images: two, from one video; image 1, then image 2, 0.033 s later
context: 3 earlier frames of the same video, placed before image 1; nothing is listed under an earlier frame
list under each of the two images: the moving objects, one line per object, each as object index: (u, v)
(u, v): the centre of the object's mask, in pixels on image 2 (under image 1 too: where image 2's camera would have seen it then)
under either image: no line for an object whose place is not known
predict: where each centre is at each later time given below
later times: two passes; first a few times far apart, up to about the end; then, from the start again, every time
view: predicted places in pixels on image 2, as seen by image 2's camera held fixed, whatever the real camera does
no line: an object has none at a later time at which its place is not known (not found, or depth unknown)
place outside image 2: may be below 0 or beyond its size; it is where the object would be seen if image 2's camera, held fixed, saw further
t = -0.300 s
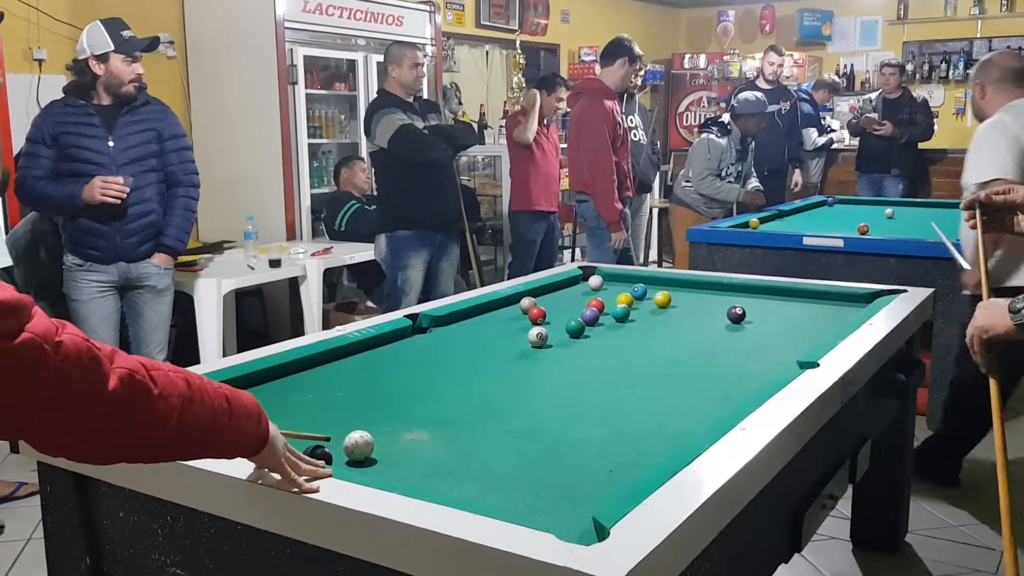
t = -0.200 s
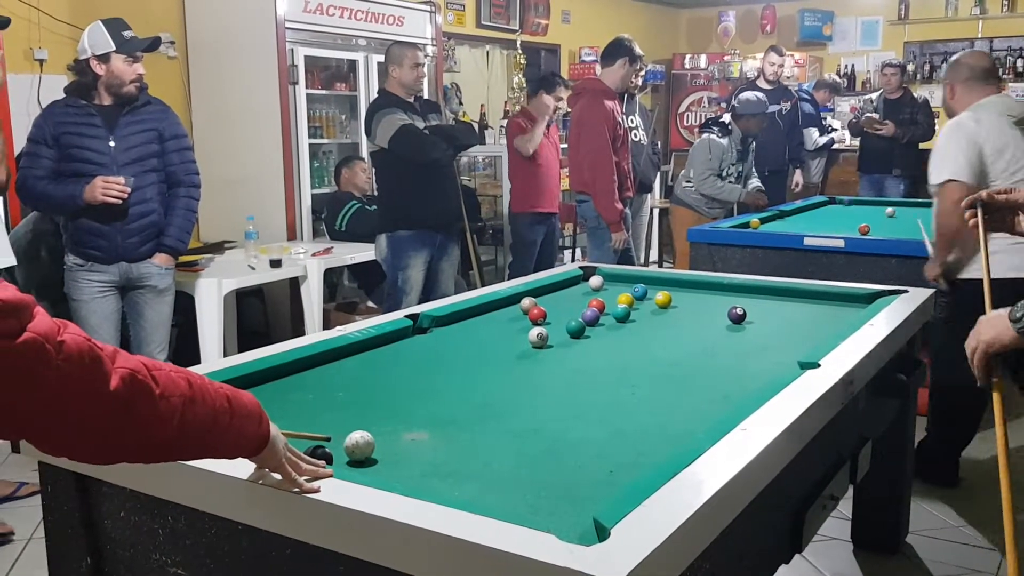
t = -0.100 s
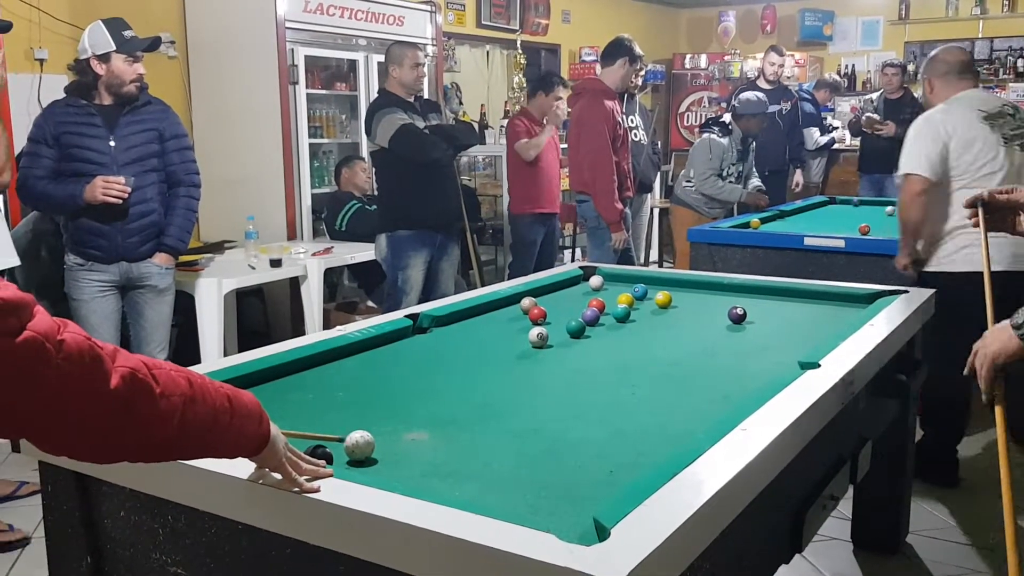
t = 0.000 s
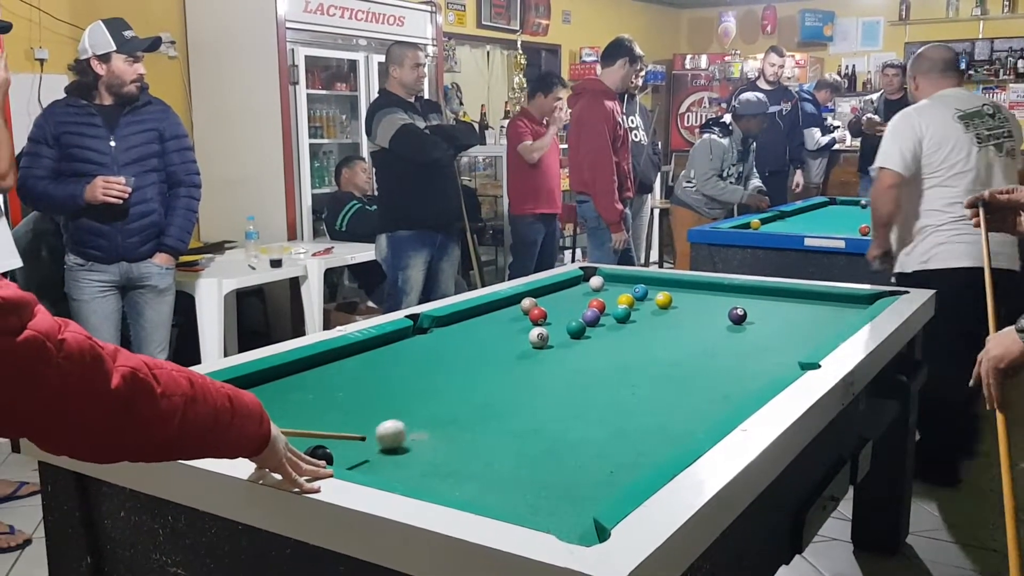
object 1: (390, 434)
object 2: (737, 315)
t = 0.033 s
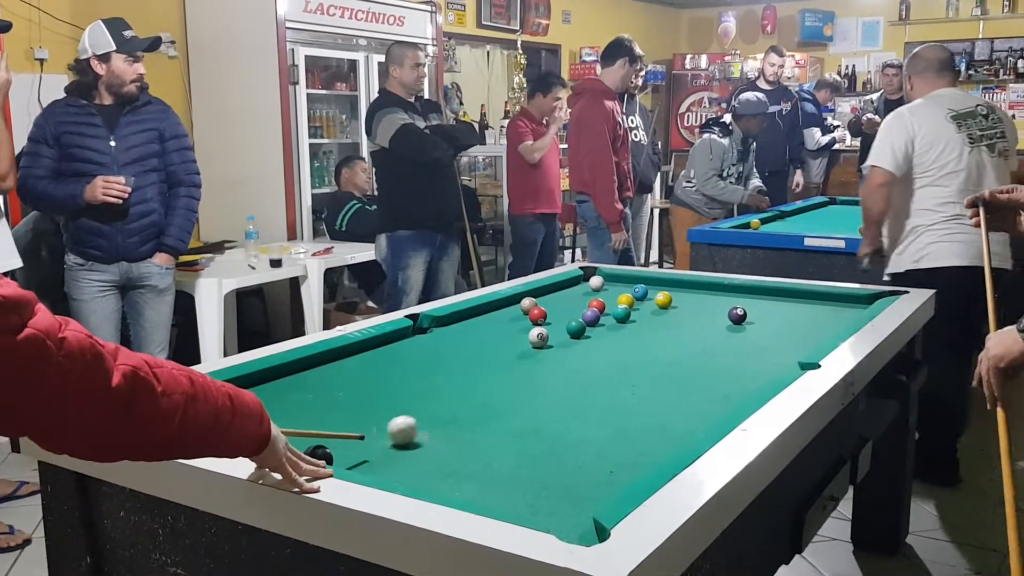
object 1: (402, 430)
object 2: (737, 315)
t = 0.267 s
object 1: (475, 404)
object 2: (737, 315)
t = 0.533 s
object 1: (543, 380)
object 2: (737, 315)
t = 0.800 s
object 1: (598, 361)
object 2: (737, 315)
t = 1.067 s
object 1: (645, 344)
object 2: (737, 315)
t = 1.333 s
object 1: (684, 330)
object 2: (737, 315)
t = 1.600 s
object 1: (717, 319)
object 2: (737, 315)
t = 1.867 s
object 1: (719, 312)
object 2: (762, 311)
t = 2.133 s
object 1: (716, 307)
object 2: (787, 307)
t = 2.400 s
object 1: (713, 304)
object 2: (810, 303)
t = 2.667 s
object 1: (711, 300)
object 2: (830, 300)
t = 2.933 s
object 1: (708, 297)
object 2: (845, 297)
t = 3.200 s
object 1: (706, 295)
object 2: (848, 300)
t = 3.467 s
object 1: (704, 292)
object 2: (849, 303)
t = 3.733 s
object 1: (701, 291)
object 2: (850, 306)
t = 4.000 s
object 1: (699, 290)
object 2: (850, 309)
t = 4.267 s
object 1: (698, 289)
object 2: (850, 311)
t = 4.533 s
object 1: (696, 288)
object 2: (849, 313)
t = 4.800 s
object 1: (695, 287)
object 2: (846, 314)
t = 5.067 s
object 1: (695, 287)
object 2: (845, 316)
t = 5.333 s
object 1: (695, 287)
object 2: (843, 317)
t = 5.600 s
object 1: (695, 287)
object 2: (840, 317)
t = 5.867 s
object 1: (695, 287)
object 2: (839, 318)
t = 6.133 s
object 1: (695, 287)
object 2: (839, 318)
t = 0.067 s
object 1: (414, 426)
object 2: (737, 315)
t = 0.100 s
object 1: (425, 422)
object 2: (737, 315)
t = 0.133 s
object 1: (435, 418)
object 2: (737, 315)
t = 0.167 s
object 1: (445, 415)
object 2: (737, 315)
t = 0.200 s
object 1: (456, 411)
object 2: (737, 315)
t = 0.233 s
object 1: (465, 408)
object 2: (737, 315)
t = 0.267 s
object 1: (475, 404)
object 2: (737, 315)
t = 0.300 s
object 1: (484, 401)
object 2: (737, 315)
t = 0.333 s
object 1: (493, 398)
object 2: (737, 315)
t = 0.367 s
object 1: (502, 395)
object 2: (737, 315)
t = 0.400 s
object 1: (510, 392)
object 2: (737, 315)
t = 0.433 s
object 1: (519, 389)
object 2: (737, 315)
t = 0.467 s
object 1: (527, 386)
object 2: (737, 315)
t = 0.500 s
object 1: (535, 383)
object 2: (737, 315)
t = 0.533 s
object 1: (543, 380)
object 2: (737, 315)
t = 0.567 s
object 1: (550, 377)
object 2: (737, 315)
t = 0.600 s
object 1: (558, 375)
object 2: (736, 315)
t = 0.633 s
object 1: (564, 372)
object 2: (736, 315)
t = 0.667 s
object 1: (572, 370)
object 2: (737, 315)
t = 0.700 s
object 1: (579, 367)
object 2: (737, 315)
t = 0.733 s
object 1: (585, 365)
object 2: (737, 315)
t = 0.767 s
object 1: (592, 363)
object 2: (737, 315)
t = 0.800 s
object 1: (598, 361)
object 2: (737, 315)
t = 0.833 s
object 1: (604, 358)
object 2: (737, 315)
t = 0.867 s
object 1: (611, 356)
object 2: (737, 315)
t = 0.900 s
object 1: (616, 354)
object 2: (737, 315)
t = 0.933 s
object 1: (622, 352)
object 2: (737, 315)
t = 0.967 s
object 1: (628, 350)
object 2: (737, 315)
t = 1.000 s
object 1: (634, 348)
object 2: (737, 315)
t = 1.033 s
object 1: (639, 346)
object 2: (737, 315)
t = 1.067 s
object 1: (645, 344)
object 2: (737, 315)
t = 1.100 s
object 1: (650, 342)
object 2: (737, 315)
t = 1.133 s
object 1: (655, 340)
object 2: (737, 315)
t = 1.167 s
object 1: (660, 339)
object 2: (737, 315)
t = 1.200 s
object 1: (665, 337)
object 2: (737, 315)
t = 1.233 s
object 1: (670, 335)
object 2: (737, 315)
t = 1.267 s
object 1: (675, 334)
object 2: (737, 315)
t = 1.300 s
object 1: (679, 332)
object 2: (737, 315)
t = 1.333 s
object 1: (684, 330)
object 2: (737, 315)
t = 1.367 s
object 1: (688, 329)
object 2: (737, 315)
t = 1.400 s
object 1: (693, 327)
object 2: (737, 315)
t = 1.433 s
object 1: (697, 326)
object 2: (737, 315)
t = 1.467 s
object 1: (701, 324)
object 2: (737, 315)
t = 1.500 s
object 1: (705, 323)
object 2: (737, 315)
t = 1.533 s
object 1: (709, 321)
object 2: (737, 315)
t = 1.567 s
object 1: (714, 320)
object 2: (737, 315)
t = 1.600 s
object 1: (717, 319)
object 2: (737, 315)
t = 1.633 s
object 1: (721, 317)
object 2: (738, 315)
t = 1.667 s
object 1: (722, 316)
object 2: (740, 314)
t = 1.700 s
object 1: (721, 316)
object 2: (745, 314)
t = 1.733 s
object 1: (721, 315)
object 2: (749, 313)
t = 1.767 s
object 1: (720, 314)
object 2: (752, 313)
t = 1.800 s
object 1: (720, 314)
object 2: (756, 312)
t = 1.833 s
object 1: (719, 313)
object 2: (759, 312)
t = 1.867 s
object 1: (719, 312)
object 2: (762, 311)
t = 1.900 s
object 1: (719, 312)
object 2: (765, 310)
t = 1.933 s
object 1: (718, 311)
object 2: (769, 310)
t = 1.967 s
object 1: (718, 311)
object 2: (772, 309)
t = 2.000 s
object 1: (717, 310)
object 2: (775, 309)
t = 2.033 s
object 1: (717, 309)
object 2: (778, 308)
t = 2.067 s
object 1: (717, 309)
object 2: (781, 308)
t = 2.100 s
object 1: (716, 308)
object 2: (784, 307)
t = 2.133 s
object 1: (716, 307)
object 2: (787, 307)
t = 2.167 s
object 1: (715, 307)
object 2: (790, 306)
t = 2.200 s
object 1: (715, 306)
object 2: (793, 306)
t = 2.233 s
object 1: (715, 306)
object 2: (796, 305)
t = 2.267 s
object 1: (714, 305)
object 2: (799, 305)
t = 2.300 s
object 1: (714, 305)
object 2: (802, 304)
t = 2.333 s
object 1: (714, 304)
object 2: (804, 304)
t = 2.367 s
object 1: (713, 304)
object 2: (807, 303)
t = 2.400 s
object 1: (713, 304)
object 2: (810, 303)
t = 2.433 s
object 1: (713, 303)
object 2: (812, 303)
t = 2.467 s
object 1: (713, 303)
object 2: (815, 302)
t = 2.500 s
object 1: (712, 302)
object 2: (817, 302)
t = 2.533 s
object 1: (712, 302)
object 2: (820, 302)
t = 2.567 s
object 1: (711, 301)
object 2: (822, 301)
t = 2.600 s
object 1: (711, 301)
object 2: (825, 301)
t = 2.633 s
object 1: (711, 300)
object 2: (827, 300)
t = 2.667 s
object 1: (711, 300)
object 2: (830, 300)
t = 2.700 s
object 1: (710, 300)
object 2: (832, 300)
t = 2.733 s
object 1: (710, 299)
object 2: (833, 300)
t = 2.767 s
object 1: (710, 299)
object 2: (836, 299)
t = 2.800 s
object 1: (709, 298)
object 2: (838, 299)
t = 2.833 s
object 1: (709, 298)
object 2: (839, 298)
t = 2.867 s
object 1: (709, 298)
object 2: (842, 298)
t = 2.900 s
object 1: (708, 297)
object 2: (844, 297)
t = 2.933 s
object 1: (708, 297)
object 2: (845, 297)
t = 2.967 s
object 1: (707, 297)
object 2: (846, 298)
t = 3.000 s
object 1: (707, 296)
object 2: (846, 298)
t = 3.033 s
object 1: (707, 296)
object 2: (846, 298)
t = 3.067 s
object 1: (707, 296)
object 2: (846, 299)
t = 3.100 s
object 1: (706, 296)
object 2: (846, 299)
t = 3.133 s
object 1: (706, 295)
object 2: (847, 299)
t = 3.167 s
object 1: (706, 295)
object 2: (848, 300)
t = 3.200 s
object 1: (706, 295)
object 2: (848, 300)
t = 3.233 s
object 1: (706, 294)
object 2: (848, 300)
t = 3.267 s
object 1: (705, 294)
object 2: (849, 301)
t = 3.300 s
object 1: (705, 294)
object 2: (849, 301)
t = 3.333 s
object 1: (705, 294)
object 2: (850, 301)
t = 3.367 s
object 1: (705, 293)
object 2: (850, 302)
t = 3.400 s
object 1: (704, 293)
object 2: (850, 302)
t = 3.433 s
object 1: (704, 293)
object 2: (850, 303)
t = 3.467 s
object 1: (704, 292)
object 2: (849, 303)
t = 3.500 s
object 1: (703, 292)
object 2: (850, 303)
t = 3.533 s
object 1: (703, 292)
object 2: (850, 304)
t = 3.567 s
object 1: (703, 292)
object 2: (850, 304)
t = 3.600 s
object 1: (702, 292)
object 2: (850, 305)
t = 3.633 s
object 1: (702, 291)
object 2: (850, 305)
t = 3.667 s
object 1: (702, 291)
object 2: (850, 306)
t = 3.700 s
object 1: (702, 291)
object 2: (850, 306)
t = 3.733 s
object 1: (701, 291)
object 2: (850, 306)
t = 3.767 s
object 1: (701, 291)
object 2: (850, 307)
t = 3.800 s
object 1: (701, 291)
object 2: (850, 307)
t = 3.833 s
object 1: (701, 291)
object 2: (850, 307)
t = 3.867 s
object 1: (700, 290)
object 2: (850, 307)
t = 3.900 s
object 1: (700, 290)
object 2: (850, 308)
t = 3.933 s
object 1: (700, 290)
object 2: (850, 308)
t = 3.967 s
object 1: (700, 290)
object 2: (850, 308)
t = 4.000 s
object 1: (699, 290)
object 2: (850, 309)
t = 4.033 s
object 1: (699, 289)
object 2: (850, 309)
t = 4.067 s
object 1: (699, 289)
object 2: (850, 309)
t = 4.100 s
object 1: (699, 289)
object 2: (851, 310)
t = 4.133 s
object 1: (699, 289)
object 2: (851, 310)
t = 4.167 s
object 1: (699, 289)
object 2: (851, 310)
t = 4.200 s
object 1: (698, 289)
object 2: (851, 311)
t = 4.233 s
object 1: (698, 289)
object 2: (851, 311)
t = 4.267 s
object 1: (698, 289)
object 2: (850, 311)
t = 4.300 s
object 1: (698, 289)
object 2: (850, 311)
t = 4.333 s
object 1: (697, 288)
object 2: (850, 311)
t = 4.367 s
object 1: (697, 288)
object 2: (850, 311)
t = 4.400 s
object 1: (697, 288)
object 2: (850, 312)
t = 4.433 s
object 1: (697, 288)
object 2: (850, 312)
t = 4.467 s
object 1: (696, 288)
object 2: (849, 312)
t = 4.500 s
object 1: (696, 288)
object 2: (849, 312)
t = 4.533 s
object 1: (696, 288)
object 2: (849, 313)
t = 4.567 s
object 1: (696, 288)
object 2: (848, 313)
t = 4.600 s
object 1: (696, 288)
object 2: (848, 313)
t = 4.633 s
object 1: (696, 288)
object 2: (847, 313)
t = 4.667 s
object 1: (696, 288)
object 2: (847, 313)
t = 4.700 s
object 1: (695, 288)
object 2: (847, 313)
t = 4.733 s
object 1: (695, 288)
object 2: (847, 314)
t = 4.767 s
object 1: (695, 287)
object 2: (847, 314)
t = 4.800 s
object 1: (695, 287)
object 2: (846, 314)
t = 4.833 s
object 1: (695, 287)
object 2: (846, 314)
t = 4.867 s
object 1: (695, 287)
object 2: (846, 315)
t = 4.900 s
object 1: (695, 288)
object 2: (846, 315)
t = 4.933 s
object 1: (695, 288)
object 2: (846, 315)
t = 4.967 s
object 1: (695, 287)
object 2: (845, 315)
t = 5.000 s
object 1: (695, 287)
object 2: (845, 315)
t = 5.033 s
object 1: (695, 287)
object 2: (845, 315)
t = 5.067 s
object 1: (695, 287)
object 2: (845, 316)
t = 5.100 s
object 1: (695, 287)
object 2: (845, 316)
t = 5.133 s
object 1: (695, 287)
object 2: (844, 316)
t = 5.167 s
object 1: (695, 287)
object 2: (844, 316)
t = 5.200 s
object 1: (695, 287)
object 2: (844, 316)
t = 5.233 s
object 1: (695, 287)
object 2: (844, 316)
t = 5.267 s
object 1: (695, 287)
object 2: (843, 317)
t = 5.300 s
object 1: (695, 287)
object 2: (843, 317)
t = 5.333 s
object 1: (695, 287)
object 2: (843, 317)
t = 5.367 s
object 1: (695, 287)
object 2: (843, 317)
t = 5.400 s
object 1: (695, 287)
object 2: (842, 317)
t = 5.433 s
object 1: (695, 287)
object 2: (842, 317)
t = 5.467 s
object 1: (695, 287)
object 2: (842, 317)
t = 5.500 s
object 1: (695, 287)
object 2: (841, 317)
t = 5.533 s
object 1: (695, 287)
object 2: (841, 317)
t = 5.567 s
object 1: (695, 287)
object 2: (841, 317)
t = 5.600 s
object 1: (695, 287)
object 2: (840, 317)
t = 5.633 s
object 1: (695, 287)
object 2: (840, 317)
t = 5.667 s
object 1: (695, 287)
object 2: (840, 317)
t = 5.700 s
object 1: (695, 287)
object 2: (840, 317)
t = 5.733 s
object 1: (695, 287)
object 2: (840, 318)
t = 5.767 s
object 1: (695, 287)
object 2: (840, 317)
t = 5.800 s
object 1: (695, 287)
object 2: (839, 318)
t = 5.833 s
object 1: (695, 287)
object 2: (839, 318)
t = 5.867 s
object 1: (695, 287)
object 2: (839, 318)
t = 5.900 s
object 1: (695, 287)
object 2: (839, 318)
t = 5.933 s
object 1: (695, 287)
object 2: (839, 318)
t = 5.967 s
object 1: (695, 287)
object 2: (839, 318)
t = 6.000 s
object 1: (695, 287)
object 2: (839, 318)
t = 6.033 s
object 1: (695, 287)
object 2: (839, 318)
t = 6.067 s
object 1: (695, 287)
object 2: (839, 318)
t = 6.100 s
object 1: (695, 287)
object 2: (839, 318)
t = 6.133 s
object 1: (695, 287)
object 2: (839, 318)
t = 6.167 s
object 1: (695, 287)
